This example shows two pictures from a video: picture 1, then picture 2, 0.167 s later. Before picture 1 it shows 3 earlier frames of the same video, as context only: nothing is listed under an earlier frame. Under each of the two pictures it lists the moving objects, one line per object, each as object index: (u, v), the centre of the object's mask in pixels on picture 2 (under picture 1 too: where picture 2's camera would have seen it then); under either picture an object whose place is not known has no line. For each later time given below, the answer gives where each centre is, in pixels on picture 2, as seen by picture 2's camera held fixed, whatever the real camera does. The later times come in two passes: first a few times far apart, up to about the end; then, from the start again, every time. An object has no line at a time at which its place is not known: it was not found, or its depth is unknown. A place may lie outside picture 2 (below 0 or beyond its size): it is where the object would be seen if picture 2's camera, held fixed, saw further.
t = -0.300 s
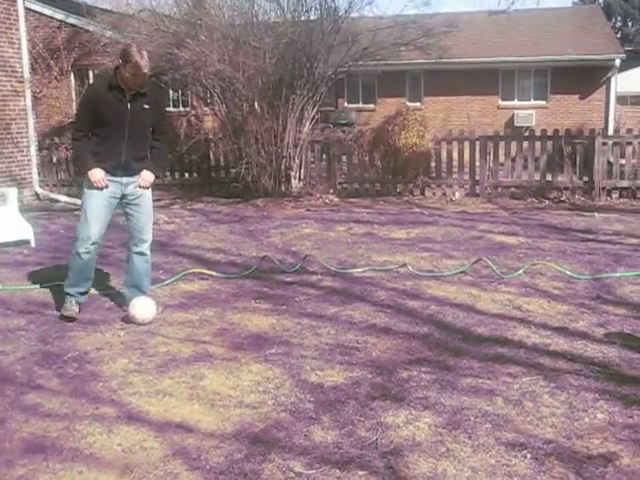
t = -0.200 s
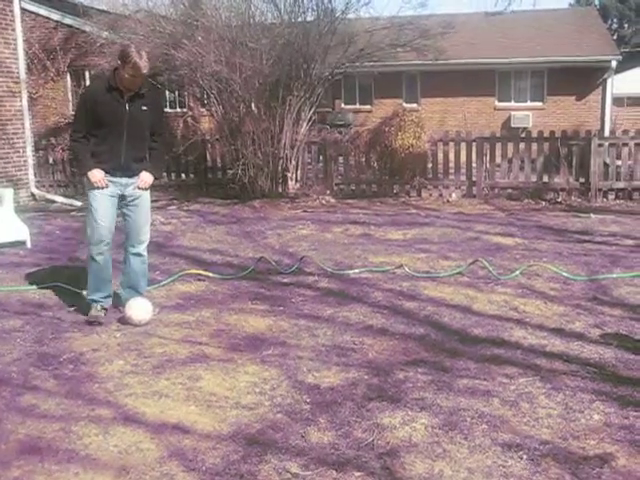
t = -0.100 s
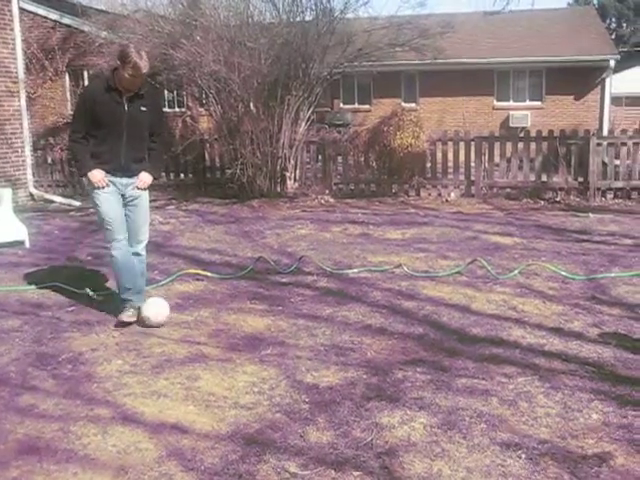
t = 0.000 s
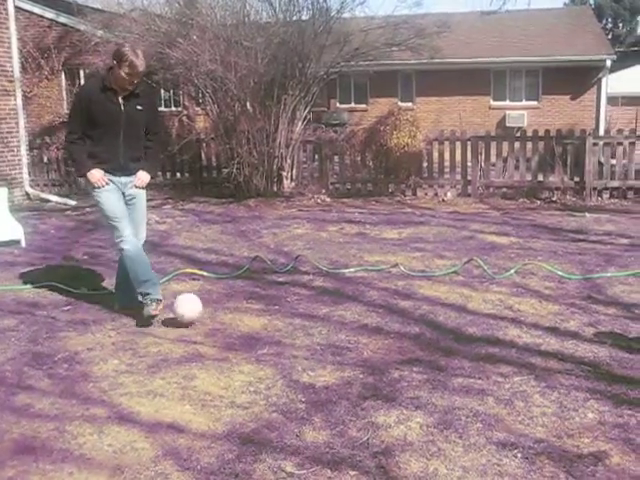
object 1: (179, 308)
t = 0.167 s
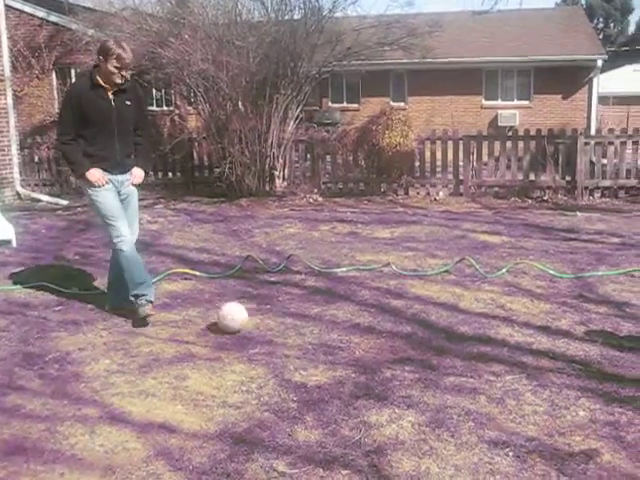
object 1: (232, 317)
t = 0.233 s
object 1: (252, 318)
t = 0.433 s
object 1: (314, 326)
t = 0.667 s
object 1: (386, 331)
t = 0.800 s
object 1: (422, 329)
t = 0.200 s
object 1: (242, 317)
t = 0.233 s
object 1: (252, 318)
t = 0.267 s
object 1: (263, 321)
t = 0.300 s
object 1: (274, 322)
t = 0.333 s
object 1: (284, 323)
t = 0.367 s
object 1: (294, 323)
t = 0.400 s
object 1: (303, 325)
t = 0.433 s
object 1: (314, 326)
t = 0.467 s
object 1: (324, 325)
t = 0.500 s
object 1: (334, 326)
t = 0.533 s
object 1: (344, 327)
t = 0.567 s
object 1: (355, 330)
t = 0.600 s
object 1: (366, 330)
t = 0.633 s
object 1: (376, 331)
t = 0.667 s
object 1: (386, 331)
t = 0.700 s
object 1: (396, 333)
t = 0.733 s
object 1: (405, 333)
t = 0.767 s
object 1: (413, 330)
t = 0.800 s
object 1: (422, 329)
